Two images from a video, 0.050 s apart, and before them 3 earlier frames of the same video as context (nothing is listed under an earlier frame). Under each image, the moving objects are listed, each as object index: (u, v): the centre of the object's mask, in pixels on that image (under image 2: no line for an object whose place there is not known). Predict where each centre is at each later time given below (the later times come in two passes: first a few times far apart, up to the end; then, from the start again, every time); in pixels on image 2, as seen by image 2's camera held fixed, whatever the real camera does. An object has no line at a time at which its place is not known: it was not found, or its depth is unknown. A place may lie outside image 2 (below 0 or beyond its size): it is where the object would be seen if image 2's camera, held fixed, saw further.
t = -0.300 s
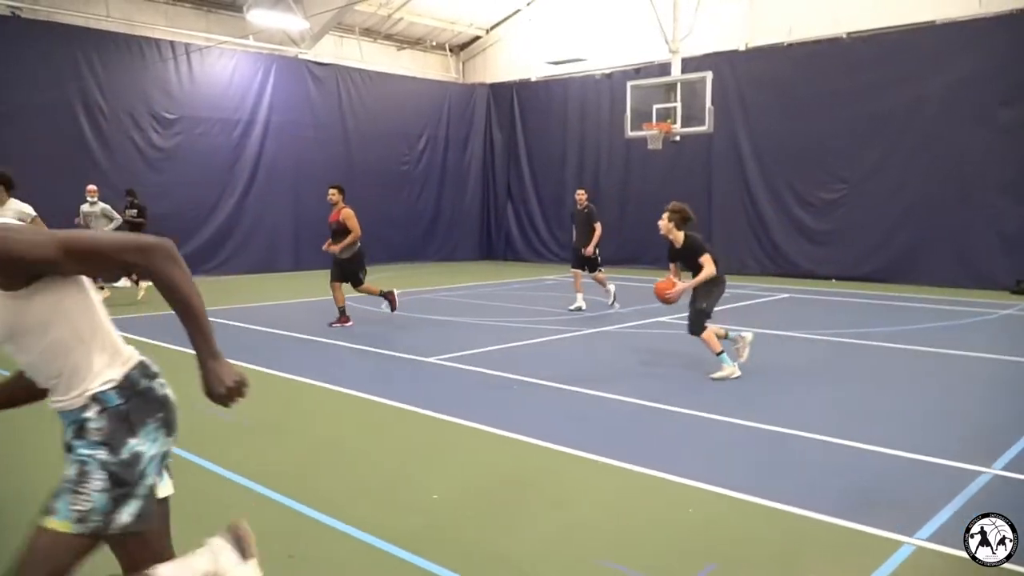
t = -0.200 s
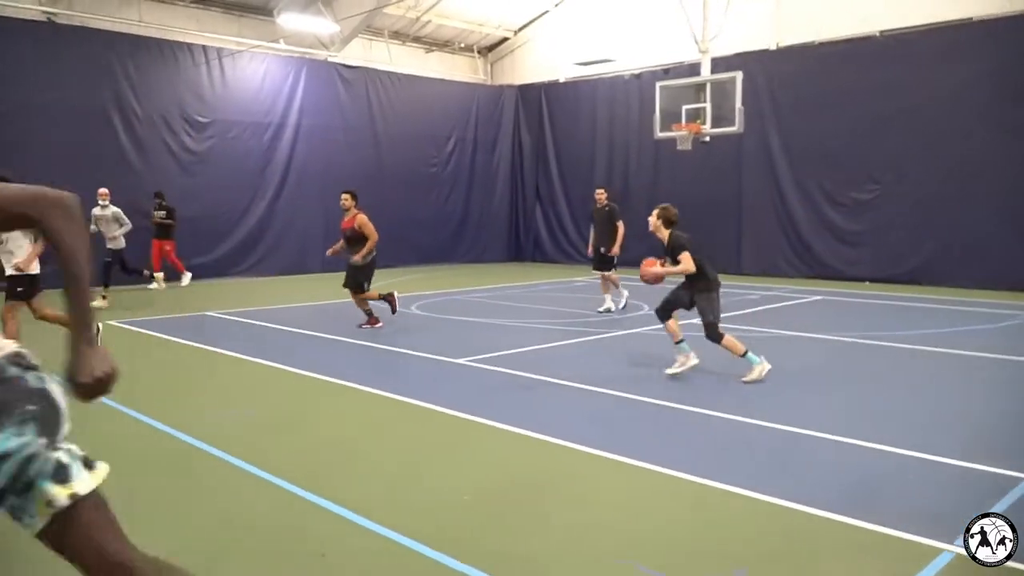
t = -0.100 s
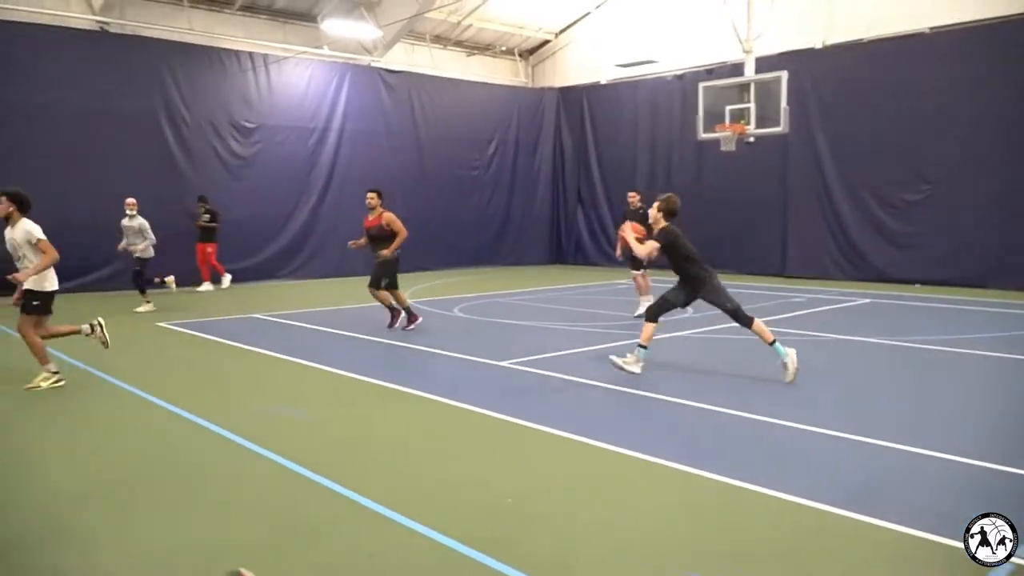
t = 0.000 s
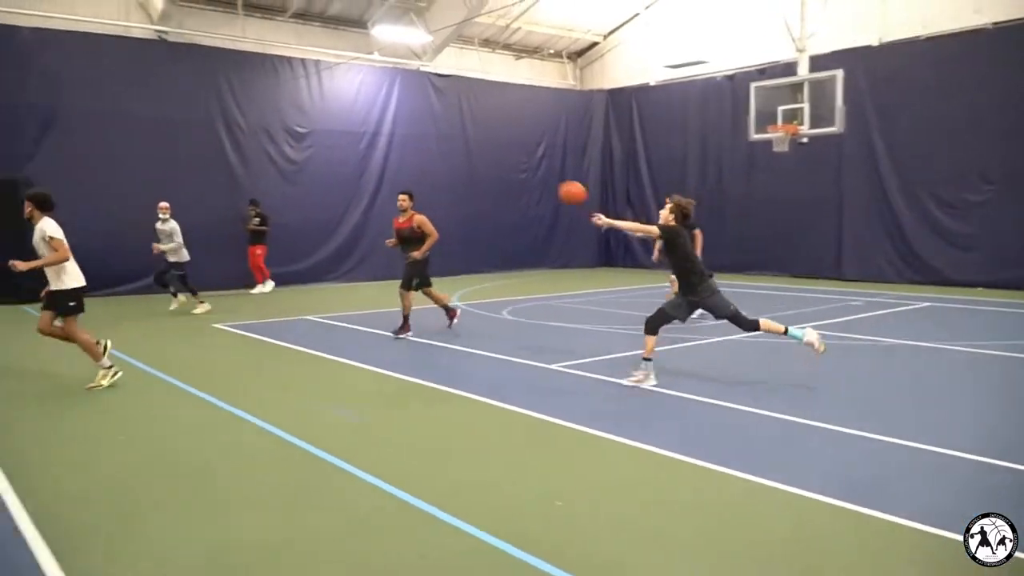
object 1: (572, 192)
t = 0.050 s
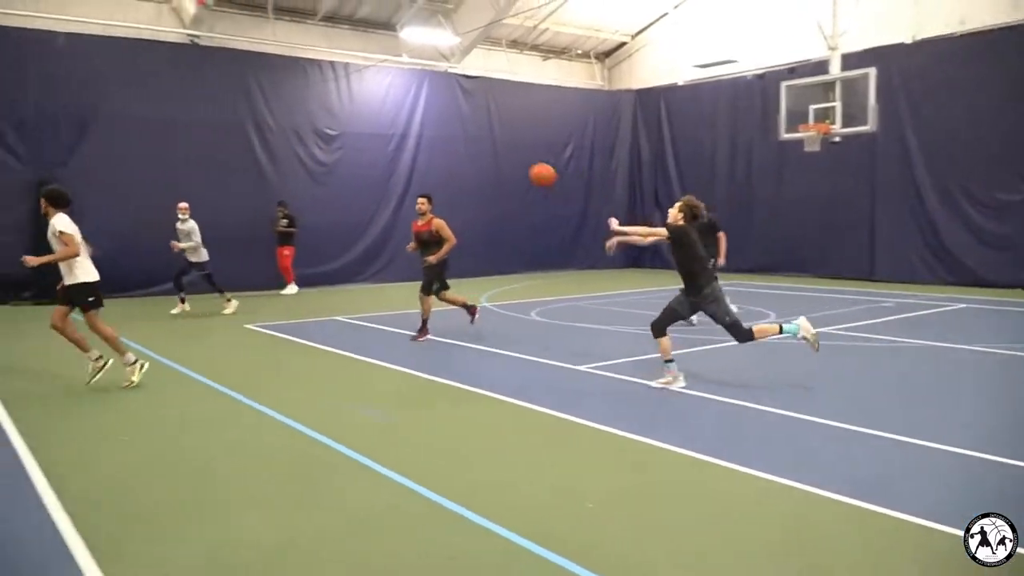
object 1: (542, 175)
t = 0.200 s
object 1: (389, 138)
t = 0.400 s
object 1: (225, 123)
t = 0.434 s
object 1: (201, 123)
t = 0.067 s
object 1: (523, 169)
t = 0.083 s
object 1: (505, 164)
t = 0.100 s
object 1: (488, 160)
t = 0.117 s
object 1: (470, 155)
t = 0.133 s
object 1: (454, 151)
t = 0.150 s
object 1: (437, 148)
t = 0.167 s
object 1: (420, 145)
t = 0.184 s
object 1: (405, 141)
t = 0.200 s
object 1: (389, 138)
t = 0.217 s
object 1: (374, 136)
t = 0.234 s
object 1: (359, 134)
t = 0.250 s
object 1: (345, 131)
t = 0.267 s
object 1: (330, 129)
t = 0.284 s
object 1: (316, 128)
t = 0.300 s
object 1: (303, 126)
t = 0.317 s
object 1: (289, 125)
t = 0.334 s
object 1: (276, 124)
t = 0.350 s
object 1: (263, 124)
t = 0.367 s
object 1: (250, 124)
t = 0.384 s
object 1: (237, 123)
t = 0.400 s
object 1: (225, 123)
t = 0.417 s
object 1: (214, 123)
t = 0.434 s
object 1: (201, 123)
